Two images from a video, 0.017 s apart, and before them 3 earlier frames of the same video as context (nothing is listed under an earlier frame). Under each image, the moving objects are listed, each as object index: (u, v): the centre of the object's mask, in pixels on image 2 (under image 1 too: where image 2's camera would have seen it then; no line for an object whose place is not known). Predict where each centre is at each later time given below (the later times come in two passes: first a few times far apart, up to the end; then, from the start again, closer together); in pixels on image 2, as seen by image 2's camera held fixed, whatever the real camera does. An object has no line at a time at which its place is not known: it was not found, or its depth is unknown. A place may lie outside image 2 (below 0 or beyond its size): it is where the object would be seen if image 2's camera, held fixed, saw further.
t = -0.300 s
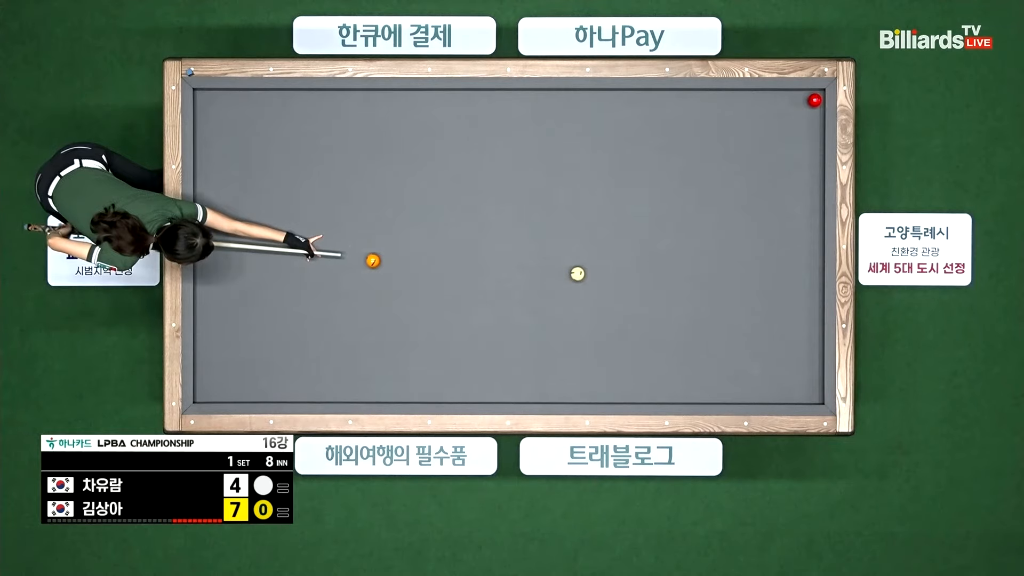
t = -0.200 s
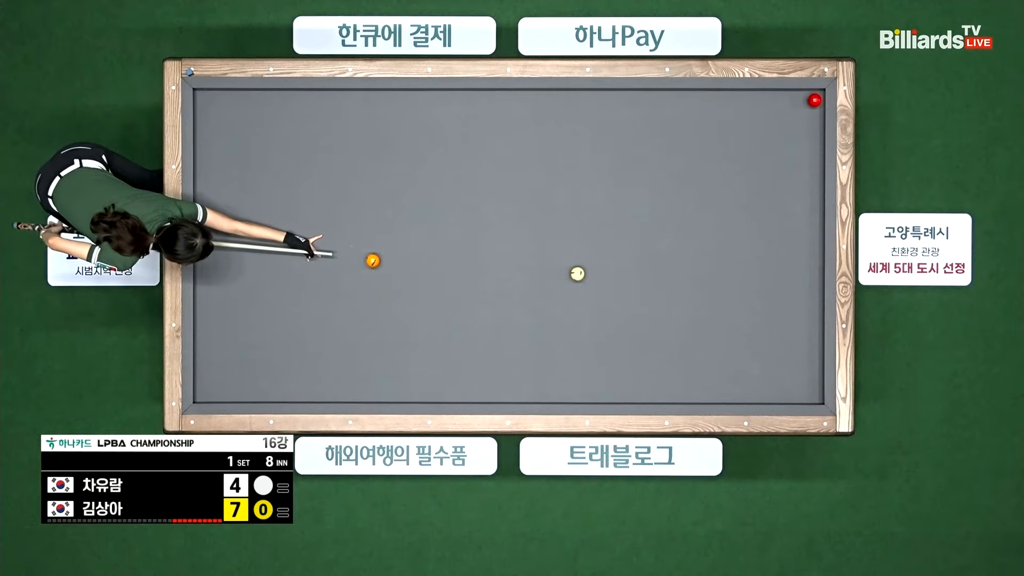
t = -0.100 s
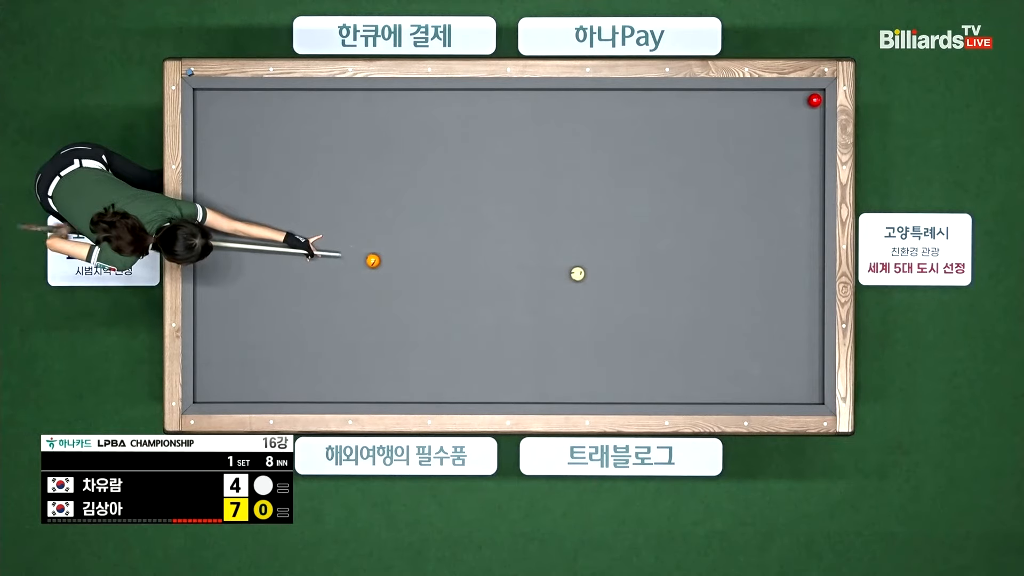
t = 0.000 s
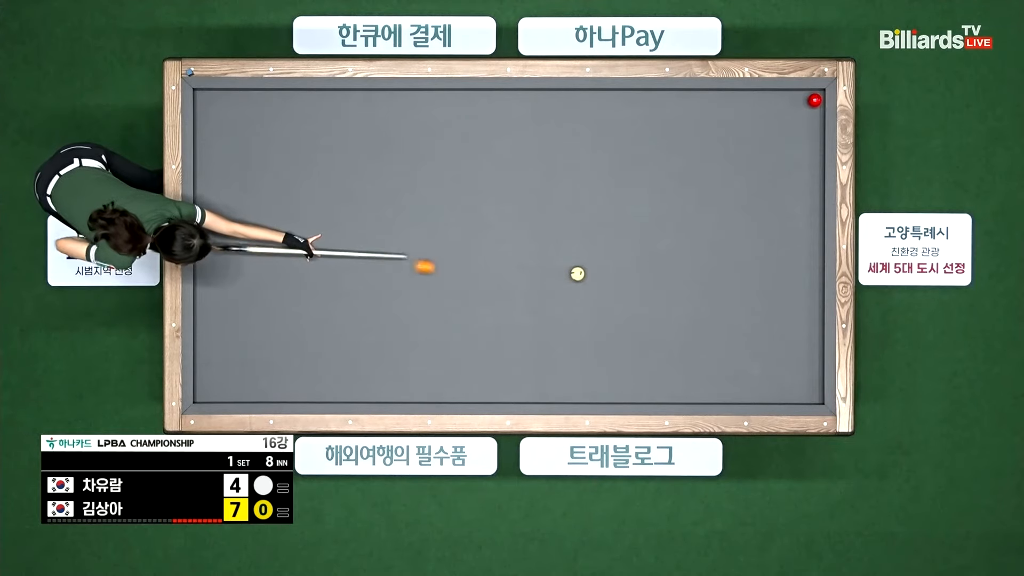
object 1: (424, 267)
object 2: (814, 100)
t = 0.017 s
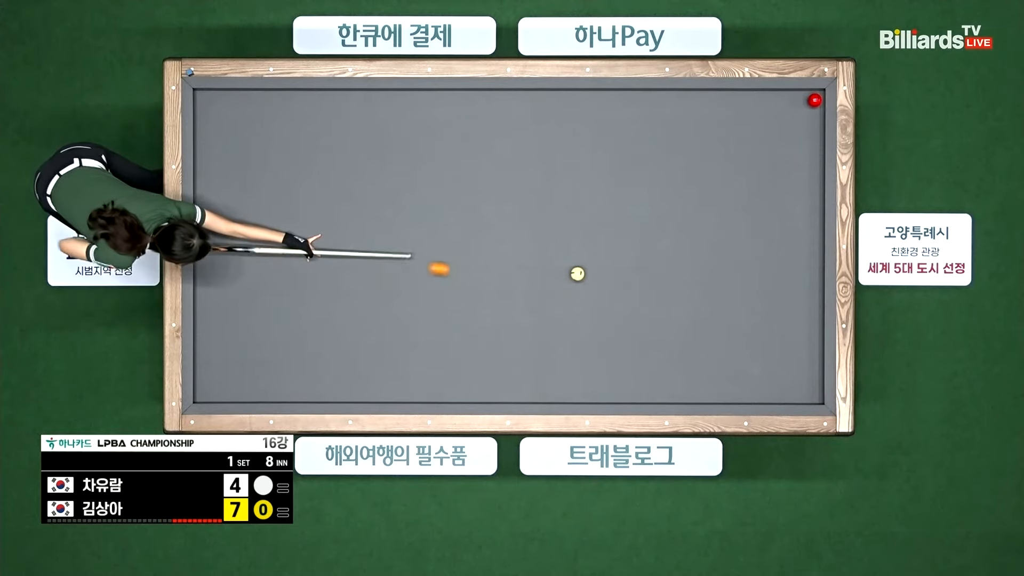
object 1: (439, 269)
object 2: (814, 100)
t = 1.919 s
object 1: (438, 140)
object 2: (814, 100)
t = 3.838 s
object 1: (349, 374)
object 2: (814, 100)
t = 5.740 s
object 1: (599, 213)
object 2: (814, 100)
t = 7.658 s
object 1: (804, 108)
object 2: (816, 99)
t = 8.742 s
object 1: (812, 143)
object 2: (789, 99)
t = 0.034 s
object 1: (453, 270)
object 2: (814, 99)
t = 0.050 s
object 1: (467, 272)
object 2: (814, 100)
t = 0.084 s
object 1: (496, 276)
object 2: (814, 100)
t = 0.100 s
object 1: (510, 277)
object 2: (814, 100)
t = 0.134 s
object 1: (537, 281)
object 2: (814, 100)
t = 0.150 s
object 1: (551, 283)
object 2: (814, 100)
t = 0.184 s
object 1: (575, 289)
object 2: (814, 100)
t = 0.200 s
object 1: (584, 296)
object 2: (814, 100)
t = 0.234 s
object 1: (601, 308)
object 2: (814, 99)
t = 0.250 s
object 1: (610, 315)
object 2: (814, 100)
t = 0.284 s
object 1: (628, 328)
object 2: (814, 100)
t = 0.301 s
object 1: (637, 334)
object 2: (814, 100)
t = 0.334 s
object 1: (654, 346)
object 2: (814, 100)
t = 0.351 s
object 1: (663, 351)
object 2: (814, 100)
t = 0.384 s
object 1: (680, 362)
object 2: (814, 100)
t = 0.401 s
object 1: (689, 368)
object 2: (814, 100)
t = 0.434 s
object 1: (706, 378)
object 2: (814, 100)
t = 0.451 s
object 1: (715, 383)
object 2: (814, 100)
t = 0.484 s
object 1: (732, 394)
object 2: (814, 100)
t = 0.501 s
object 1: (741, 397)
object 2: (814, 100)
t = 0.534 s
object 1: (758, 391)
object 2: (814, 100)
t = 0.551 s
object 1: (766, 386)
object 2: (814, 100)
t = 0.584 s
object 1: (783, 379)
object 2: (814, 100)
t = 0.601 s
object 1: (791, 375)
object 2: (814, 100)
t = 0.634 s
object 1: (808, 368)
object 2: (814, 99)
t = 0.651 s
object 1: (816, 364)
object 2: (814, 100)
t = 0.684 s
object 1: (806, 354)
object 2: (814, 100)
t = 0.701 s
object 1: (799, 349)
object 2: (814, 100)
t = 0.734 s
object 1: (785, 339)
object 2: (814, 100)
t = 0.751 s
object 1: (778, 333)
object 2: (814, 100)
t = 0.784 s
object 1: (764, 323)
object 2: (814, 100)
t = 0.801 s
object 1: (758, 318)
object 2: (814, 100)
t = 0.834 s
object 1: (745, 308)
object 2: (814, 100)
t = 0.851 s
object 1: (739, 303)
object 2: (814, 100)
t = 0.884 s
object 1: (726, 294)
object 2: (814, 100)
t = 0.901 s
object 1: (721, 289)
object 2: (814, 100)
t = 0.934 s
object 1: (708, 280)
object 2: (814, 100)
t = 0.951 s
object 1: (703, 275)
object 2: (814, 100)
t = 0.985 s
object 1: (692, 266)
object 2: (814, 100)
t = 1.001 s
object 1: (686, 261)
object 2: (814, 100)
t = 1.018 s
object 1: (681, 256)
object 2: (814, 100)
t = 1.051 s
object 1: (670, 248)
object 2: (814, 100)
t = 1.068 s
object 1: (665, 243)
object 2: (814, 100)
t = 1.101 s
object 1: (656, 235)
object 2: (814, 100)
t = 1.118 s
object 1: (651, 230)
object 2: (814, 100)
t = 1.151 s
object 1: (641, 222)
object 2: (814, 100)
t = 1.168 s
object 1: (637, 218)
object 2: (814, 100)
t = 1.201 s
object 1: (628, 209)
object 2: (814, 100)
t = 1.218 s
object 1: (624, 205)
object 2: (814, 100)
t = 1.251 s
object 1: (615, 197)
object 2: (814, 100)
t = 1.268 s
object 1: (610, 192)
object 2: (814, 100)
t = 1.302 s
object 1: (602, 184)
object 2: (814, 100)
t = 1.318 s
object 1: (597, 180)
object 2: (814, 100)
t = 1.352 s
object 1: (588, 171)
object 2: (814, 100)
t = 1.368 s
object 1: (584, 167)
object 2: (814, 100)
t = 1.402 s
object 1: (575, 159)
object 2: (814, 100)
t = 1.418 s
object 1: (570, 155)
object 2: (814, 100)
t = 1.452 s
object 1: (562, 146)
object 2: (814, 100)
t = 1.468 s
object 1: (557, 142)
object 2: (814, 100)
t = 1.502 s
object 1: (548, 134)
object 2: (814, 100)
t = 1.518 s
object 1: (544, 130)
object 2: (814, 100)
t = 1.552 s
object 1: (535, 122)
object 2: (814, 100)
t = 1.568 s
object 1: (531, 118)
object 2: (814, 100)
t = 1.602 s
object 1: (522, 109)
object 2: (814, 100)
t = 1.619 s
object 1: (518, 105)
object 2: (814, 100)
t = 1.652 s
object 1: (509, 97)
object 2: (814, 100)
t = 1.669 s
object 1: (504, 96)
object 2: (814, 100)
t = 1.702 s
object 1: (495, 103)
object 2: (814, 100)
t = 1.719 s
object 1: (491, 107)
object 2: (814, 100)
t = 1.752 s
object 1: (482, 113)
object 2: (814, 100)
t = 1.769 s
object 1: (477, 116)
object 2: (814, 100)
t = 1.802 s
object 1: (468, 122)
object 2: (814, 100)
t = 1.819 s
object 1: (464, 125)
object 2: (814, 100)
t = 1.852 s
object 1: (455, 130)
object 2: (814, 100)
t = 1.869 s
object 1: (451, 132)
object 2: (814, 100)
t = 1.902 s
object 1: (442, 137)
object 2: (814, 100)
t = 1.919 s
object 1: (438, 140)
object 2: (814, 100)
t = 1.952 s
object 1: (429, 144)
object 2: (814, 100)
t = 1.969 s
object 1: (424, 147)
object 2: (814, 100)
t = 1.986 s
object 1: (420, 149)
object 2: (814, 100)
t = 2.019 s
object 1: (411, 154)
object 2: (814, 100)
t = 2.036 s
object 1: (407, 156)
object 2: (814, 100)
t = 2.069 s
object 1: (398, 161)
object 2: (814, 100)
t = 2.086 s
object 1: (394, 164)
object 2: (814, 100)
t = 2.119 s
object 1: (385, 169)
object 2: (814, 100)
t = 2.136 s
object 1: (380, 171)
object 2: (814, 100)
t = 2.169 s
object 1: (372, 176)
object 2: (814, 100)
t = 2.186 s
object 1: (367, 178)
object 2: (814, 100)
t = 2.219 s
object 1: (359, 183)
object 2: (814, 100)
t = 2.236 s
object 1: (354, 185)
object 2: (814, 100)
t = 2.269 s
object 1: (346, 190)
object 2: (814, 100)
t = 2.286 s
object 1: (341, 192)
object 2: (814, 100)
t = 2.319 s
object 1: (333, 197)
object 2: (814, 100)
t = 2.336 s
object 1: (328, 199)
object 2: (814, 100)
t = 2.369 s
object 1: (320, 204)
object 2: (814, 100)
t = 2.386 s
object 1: (315, 206)
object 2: (814, 100)
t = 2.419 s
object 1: (307, 211)
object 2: (814, 100)
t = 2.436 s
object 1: (302, 213)
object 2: (814, 100)
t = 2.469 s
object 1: (294, 218)
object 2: (814, 100)
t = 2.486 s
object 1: (289, 220)
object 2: (814, 100)
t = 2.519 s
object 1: (281, 225)
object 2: (814, 100)
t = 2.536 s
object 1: (277, 227)
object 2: (814, 100)
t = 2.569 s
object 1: (268, 232)
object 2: (814, 100)
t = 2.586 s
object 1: (264, 235)
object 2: (814, 100)
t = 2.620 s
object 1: (255, 239)
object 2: (814, 100)
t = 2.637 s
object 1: (251, 241)
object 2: (814, 100)
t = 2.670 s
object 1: (242, 246)
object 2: (814, 100)
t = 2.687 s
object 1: (238, 248)
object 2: (814, 100)
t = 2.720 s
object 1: (230, 253)
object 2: (814, 100)
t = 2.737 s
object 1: (226, 255)
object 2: (814, 100)
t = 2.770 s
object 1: (217, 260)
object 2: (814, 100)
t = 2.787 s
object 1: (212, 262)
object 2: (814, 100)
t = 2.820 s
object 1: (204, 267)
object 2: (814, 100)
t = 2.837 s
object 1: (200, 269)
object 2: (814, 100)
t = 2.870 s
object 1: (205, 274)
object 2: (814, 100)
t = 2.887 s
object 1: (210, 277)
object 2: (814, 100)
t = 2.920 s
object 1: (216, 283)
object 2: (814, 100)
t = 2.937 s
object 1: (220, 285)
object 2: (814, 100)
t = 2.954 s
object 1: (223, 287)
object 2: (814, 100)
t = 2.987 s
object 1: (229, 293)
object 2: (814, 100)
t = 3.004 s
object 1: (232, 297)
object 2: (814, 100)
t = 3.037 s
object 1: (237, 304)
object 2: (814, 100)
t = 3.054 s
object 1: (238, 307)
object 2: (814, 100)
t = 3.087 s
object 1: (244, 311)
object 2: (814, 100)
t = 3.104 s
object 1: (246, 314)
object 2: (814, 100)
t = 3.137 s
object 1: (251, 319)
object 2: (814, 100)
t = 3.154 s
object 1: (253, 322)
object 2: (814, 100)
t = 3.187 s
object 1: (258, 328)
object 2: (814, 100)
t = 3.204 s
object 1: (260, 330)
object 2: (814, 100)
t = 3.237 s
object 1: (265, 336)
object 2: (814, 100)
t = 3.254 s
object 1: (268, 339)
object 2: (814, 100)
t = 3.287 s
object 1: (272, 344)
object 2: (814, 100)
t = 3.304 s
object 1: (274, 347)
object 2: (814, 100)
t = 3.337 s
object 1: (279, 352)
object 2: (814, 100)
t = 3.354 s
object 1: (282, 355)
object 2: (814, 100)
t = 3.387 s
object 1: (286, 360)
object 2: (814, 100)
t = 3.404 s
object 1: (289, 363)
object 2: (814, 100)
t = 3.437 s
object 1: (293, 368)
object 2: (814, 100)
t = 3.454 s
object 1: (295, 371)
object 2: (814, 100)
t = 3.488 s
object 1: (300, 377)
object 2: (814, 100)
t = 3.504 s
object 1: (303, 379)
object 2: (814, 100)
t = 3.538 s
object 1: (307, 385)
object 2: (814, 100)
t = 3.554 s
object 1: (310, 387)
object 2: (814, 100)
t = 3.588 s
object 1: (314, 393)
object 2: (814, 100)
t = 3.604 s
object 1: (317, 395)
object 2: (814, 100)
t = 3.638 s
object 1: (321, 395)
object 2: (814, 100)
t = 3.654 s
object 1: (323, 393)
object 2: (814, 100)
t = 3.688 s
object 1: (328, 388)
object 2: (814, 100)
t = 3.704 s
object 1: (331, 387)
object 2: (814, 100)
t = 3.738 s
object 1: (335, 383)
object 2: (814, 100)
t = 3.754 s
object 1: (338, 382)
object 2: (814, 100)
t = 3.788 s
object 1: (343, 379)
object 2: (814, 100)
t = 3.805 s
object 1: (344, 377)
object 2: (814, 100)
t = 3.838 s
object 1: (349, 374)
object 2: (814, 100)
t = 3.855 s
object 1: (352, 372)
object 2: (814, 100)
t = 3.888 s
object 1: (357, 370)
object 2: (814, 100)
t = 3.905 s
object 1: (359, 368)
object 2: (814, 100)
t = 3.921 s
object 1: (361, 367)
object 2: (814, 100)
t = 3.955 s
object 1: (366, 364)
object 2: (814, 100)
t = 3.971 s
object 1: (368, 362)
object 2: (814, 100)
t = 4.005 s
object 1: (372, 359)
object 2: (814, 100)
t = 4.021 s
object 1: (375, 358)
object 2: (814, 100)
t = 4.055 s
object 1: (379, 355)
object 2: (814, 100)
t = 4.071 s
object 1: (382, 353)
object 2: (814, 100)
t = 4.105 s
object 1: (386, 350)
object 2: (814, 100)
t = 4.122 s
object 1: (389, 349)
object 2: (814, 100)
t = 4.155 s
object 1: (393, 346)
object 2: (814, 100)
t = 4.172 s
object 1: (395, 345)
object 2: (814, 100)
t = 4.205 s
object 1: (400, 341)
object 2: (814, 100)
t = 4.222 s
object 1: (402, 340)
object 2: (814, 100)
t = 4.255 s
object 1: (407, 337)
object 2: (814, 100)
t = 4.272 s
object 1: (409, 336)
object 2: (814, 100)
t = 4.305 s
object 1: (413, 333)
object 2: (814, 100)
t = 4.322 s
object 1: (416, 331)
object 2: (814, 100)
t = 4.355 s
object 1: (420, 328)
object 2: (814, 100)
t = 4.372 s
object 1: (422, 327)
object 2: (814, 100)
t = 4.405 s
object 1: (427, 324)
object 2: (814, 100)
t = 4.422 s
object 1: (429, 323)
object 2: (814, 100)
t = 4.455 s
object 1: (434, 320)
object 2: (814, 100)
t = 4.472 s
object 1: (436, 318)
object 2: (814, 100)
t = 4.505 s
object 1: (440, 315)
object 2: (814, 100)
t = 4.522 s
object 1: (443, 314)
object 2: (814, 100)
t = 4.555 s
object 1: (447, 311)
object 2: (814, 100)
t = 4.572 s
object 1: (449, 309)
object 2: (814, 100)
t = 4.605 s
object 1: (454, 307)
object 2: (814, 100)
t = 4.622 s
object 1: (456, 305)
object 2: (814, 100)
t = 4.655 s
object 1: (460, 302)
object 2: (814, 100)
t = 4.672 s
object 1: (463, 301)
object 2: (814, 100)
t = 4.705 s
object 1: (467, 298)
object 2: (814, 100)
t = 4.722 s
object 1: (469, 297)
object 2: (814, 100)
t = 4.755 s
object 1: (473, 294)
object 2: (814, 100)
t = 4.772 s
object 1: (476, 292)
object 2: (814, 100)
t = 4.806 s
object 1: (480, 290)
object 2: (814, 100)
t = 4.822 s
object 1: (482, 288)
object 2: (814, 100)
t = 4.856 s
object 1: (486, 285)
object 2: (814, 100)
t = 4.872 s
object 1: (489, 284)
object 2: (814, 100)
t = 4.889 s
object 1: (491, 283)
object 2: (814, 100)
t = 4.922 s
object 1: (495, 280)
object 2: (814, 100)
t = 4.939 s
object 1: (497, 278)
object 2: (814, 100)
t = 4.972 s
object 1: (502, 276)
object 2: (814, 100)
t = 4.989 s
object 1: (504, 274)
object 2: (814, 100)
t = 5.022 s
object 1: (508, 271)
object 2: (814, 100)
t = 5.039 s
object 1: (510, 270)
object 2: (814, 100)
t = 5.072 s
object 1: (515, 268)
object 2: (814, 100)
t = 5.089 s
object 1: (517, 266)
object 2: (814, 100)
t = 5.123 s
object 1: (521, 263)
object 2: (814, 100)
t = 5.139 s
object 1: (523, 262)
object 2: (814, 100)
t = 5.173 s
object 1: (528, 259)
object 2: (814, 100)
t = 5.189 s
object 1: (530, 258)
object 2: (814, 100)
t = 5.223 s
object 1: (534, 255)
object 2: (814, 100)
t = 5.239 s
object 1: (536, 253)
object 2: (814, 100)
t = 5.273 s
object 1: (540, 251)
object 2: (814, 100)
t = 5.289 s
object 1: (542, 250)
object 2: (814, 100)
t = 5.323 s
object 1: (547, 247)
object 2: (814, 100)
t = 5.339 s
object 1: (548, 245)
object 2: (814, 100)
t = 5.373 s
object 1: (553, 243)
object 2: (814, 100)
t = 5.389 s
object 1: (555, 241)
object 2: (814, 100)
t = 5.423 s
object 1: (559, 239)
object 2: (814, 100)
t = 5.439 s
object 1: (561, 237)
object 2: (814, 100)
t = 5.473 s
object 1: (565, 235)
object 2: (814, 100)
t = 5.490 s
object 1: (568, 233)
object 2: (814, 100)
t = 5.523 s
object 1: (572, 231)
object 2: (814, 100)
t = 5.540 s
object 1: (574, 229)
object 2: (814, 100)
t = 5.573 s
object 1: (578, 227)
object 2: (814, 100)
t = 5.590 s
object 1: (580, 225)
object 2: (814, 100)
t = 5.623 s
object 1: (584, 223)
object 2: (814, 100)
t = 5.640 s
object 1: (586, 221)
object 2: (814, 100)
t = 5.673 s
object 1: (590, 219)
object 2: (814, 100)
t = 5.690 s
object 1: (593, 218)
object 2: (814, 100)
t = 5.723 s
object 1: (596, 215)
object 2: (814, 100)
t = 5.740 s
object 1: (599, 213)
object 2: (814, 100)
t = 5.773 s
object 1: (603, 211)
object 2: (814, 100)
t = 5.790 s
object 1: (605, 210)
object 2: (814, 100)
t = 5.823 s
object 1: (609, 207)
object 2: (814, 100)
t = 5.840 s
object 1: (611, 206)
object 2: (814, 100)
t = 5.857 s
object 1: (613, 204)
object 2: (814, 100)
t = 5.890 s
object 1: (617, 202)
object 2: (814, 100)
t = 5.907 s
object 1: (619, 200)
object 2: (814, 99)
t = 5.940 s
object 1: (623, 198)
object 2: (814, 100)
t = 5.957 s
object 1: (625, 196)
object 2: (814, 100)
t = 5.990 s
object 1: (629, 194)
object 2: (814, 100)
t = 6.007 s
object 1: (631, 193)
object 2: (814, 100)
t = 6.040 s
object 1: (635, 190)
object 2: (814, 100)
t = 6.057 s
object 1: (637, 189)
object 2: (814, 100)
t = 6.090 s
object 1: (641, 186)
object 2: (814, 99)
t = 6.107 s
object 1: (643, 185)
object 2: (814, 99)
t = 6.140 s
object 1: (648, 182)
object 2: (814, 99)
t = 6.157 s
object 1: (650, 181)
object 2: (814, 100)
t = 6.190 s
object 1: (654, 178)
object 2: (814, 100)
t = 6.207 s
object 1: (656, 177)
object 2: (814, 99)
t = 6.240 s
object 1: (659, 175)
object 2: (814, 100)
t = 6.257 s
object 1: (663, 172)
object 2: (814, 100)
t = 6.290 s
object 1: (667, 170)
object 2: (814, 100)
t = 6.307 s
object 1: (669, 169)
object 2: (814, 99)
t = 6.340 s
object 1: (673, 166)
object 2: (814, 100)
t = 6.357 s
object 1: (675, 165)
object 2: (814, 100)
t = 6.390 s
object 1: (679, 162)
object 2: (814, 99)
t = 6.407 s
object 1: (681, 161)
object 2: (814, 100)
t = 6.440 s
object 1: (685, 158)
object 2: (814, 100)
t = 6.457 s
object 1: (687, 157)
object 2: (814, 100)
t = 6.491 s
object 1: (690, 155)
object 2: (814, 100)
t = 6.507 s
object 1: (692, 153)
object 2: (814, 100)
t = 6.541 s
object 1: (696, 151)
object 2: (814, 100)
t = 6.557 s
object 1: (698, 150)
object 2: (814, 100)
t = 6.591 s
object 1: (702, 147)
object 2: (814, 100)
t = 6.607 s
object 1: (704, 146)
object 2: (814, 100)
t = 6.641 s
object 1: (708, 143)
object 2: (814, 99)
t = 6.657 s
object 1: (709, 142)
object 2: (814, 99)
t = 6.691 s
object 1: (713, 140)
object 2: (814, 99)
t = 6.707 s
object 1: (715, 139)
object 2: (814, 99)
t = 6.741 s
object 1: (719, 136)
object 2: (814, 99)
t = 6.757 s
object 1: (721, 135)
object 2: (814, 99)
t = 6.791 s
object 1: (725, 132)
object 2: (814, 99)
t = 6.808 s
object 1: (727, 131)
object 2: (814, 99)
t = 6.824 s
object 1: (729, 130)
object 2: (814, 99)
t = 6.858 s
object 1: (732, 128)
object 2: (814, 99)
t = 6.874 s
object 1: (734, 126)
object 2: (814, 99)
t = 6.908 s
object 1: (738, 124)
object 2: (814, 99)
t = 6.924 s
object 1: (740, 123)
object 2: (814, 99)
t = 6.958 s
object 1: (744, 120)
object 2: (814, 100)
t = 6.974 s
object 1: (745, 119)
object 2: (814, 99)
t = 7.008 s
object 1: (749, 117)
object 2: (814, 100)
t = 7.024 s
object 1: (751, 116)
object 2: (814, 100)
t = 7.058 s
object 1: (755, 113)
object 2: (814, 100)
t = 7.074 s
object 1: (757, 112)
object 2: (814, 100)
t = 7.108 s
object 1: (760, 110)
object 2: (814, 100)
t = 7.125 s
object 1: (762, 108)
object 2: (814, 100)
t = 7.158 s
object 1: (766, 106)
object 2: (814, 100)
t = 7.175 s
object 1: (768, 105)
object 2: (814, 100)
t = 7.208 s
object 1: (772, 103)
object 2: (814, 100)
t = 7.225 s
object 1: (773, 102)
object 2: (814, 100)
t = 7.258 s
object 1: (777, 99)
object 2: (814, 100)
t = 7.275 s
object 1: (779, 98)
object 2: (814, 100)
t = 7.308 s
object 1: (783, 96)
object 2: (814, 100)
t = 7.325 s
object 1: (784, 96)
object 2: (814, 100)
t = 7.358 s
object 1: (787, 97)
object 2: (814, 100)
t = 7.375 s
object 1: (789, 98)
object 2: (814, 100)
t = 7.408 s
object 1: (792, 99)
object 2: (814, 100)
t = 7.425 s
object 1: (793, 100)
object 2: (814, 100)
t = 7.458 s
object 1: (796, 101)
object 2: (814, 100)
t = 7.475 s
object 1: (797, 101)
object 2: (814, 100)
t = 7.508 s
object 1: (800, 102)
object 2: (815, 99)
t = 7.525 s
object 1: (801, 103)
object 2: (815, 99)
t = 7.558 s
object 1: (802, 104)
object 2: (816, 99)
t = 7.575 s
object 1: (802, 105)
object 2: (817, 99)
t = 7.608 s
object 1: (803, 107)
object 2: (817, 99)
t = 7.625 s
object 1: (803, 107)
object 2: (817, 99)
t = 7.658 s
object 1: (804, 108)
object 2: (816, 99)
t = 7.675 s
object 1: (804, 109)
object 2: (816, 99)
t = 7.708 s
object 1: (805, 111)
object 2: (815, 99)
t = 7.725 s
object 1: (806, 111)
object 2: (814, 99)
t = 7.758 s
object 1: (806, 113)
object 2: (813, 99)
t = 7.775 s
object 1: (807, 113)
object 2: (813, 99)
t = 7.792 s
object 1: (808, 114)
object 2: (813, 99)
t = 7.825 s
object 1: (808, 115)
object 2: (811, 99)
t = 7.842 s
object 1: (809, 116)
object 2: (810, 99)
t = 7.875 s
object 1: (810, 117)
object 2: (810, 99)
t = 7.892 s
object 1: (810, 117)
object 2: (809, 99)
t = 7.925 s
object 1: (811, 119)
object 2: (808, 99)
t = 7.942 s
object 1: (811, 119)
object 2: (808, 99)
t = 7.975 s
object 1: (812, 121)
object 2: (807, 99)
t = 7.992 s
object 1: (813, 122)
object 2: (806, 99)
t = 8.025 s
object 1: (813, 123)
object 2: (805, 99)
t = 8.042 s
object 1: (814, 123)
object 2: (805, 99)
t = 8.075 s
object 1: (815, 125)
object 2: (804, 99)
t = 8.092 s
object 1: (815, 125)
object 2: (804, 99)
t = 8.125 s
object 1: (816, 126)
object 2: (803, 99)
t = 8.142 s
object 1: (816, 127)
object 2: (802, 99)
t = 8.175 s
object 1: (816, 128)
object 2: (802, 99)
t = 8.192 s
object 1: (817, 129)
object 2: (801, 99)
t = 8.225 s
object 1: (818, 130)
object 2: (800, 99)
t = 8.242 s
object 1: (818, 131)
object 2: (800, 99)
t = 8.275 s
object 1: (817, 131)
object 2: (799, 99)
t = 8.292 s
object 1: (817, 132)
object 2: (798, 99)
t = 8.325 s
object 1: (817, 133)
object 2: (798, 99)
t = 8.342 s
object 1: (817, 133)
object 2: (797, 99)
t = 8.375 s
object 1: (816, 134)
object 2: (797, 99)
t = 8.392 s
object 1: (816, 134)
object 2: (796, 99)
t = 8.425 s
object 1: (816, 135)
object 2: (796, 99)
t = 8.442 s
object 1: (816, 136)
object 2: (795, 99)
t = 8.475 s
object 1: (815, 137)
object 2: (794, 99)
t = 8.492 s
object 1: (815, 137)
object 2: (794, 99)
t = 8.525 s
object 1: (815, 138)
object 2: (793, 99)
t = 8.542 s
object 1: (815, 138)
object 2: (793, 99)
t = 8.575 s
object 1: (814, 139)
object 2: (792, 99)
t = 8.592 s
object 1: (814, 140)
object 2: (792, 99)
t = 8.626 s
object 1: (814, 141)
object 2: (791, 99)
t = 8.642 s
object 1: (813, 141)
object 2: (791, 99)
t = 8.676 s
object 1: (813, 142)
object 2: (790, 99)
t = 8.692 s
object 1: (813, 142)
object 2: (790, 99)
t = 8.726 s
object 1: (812, 143)
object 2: (789, 99)
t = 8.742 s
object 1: (812, 143)
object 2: (789, 99)
